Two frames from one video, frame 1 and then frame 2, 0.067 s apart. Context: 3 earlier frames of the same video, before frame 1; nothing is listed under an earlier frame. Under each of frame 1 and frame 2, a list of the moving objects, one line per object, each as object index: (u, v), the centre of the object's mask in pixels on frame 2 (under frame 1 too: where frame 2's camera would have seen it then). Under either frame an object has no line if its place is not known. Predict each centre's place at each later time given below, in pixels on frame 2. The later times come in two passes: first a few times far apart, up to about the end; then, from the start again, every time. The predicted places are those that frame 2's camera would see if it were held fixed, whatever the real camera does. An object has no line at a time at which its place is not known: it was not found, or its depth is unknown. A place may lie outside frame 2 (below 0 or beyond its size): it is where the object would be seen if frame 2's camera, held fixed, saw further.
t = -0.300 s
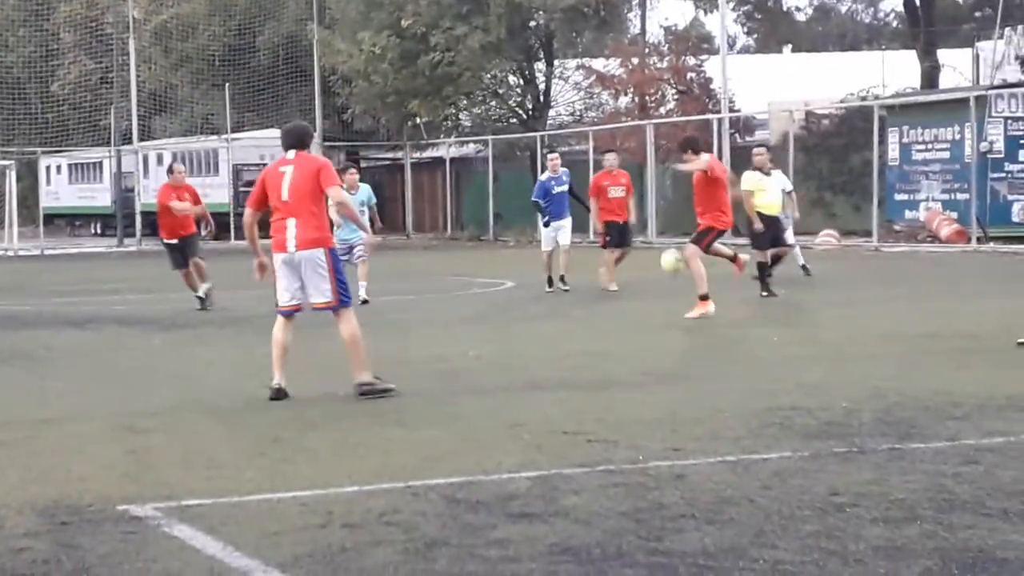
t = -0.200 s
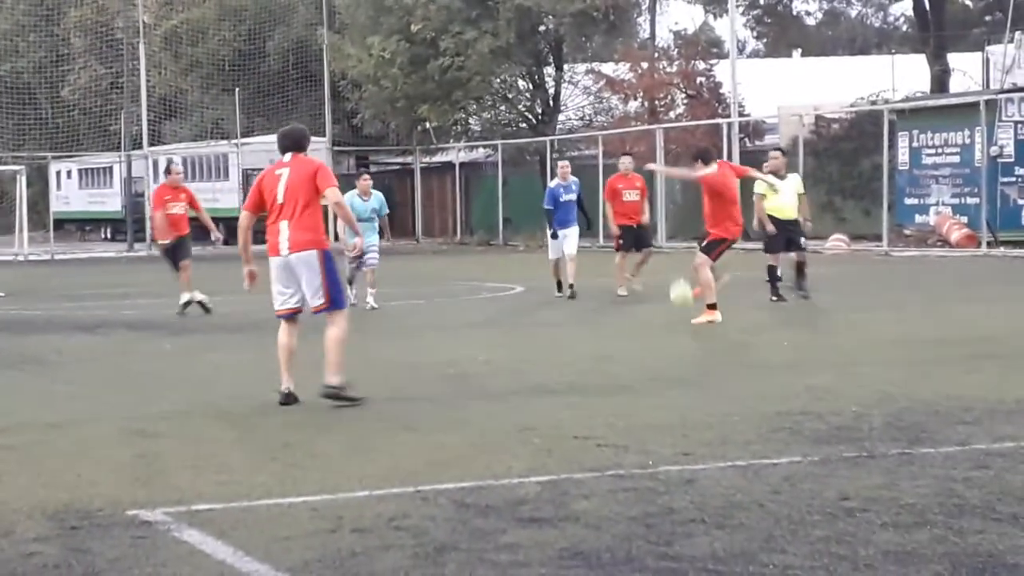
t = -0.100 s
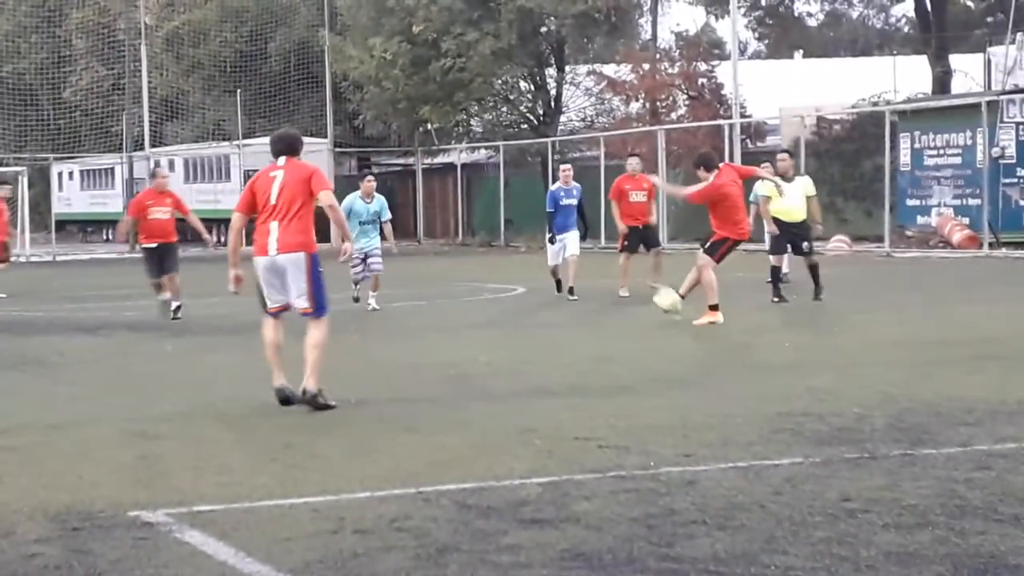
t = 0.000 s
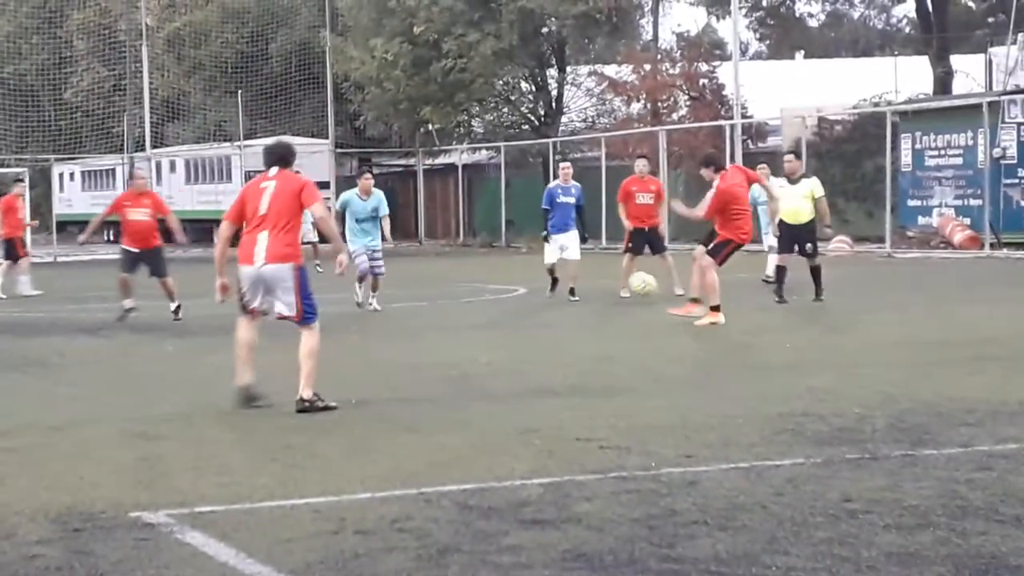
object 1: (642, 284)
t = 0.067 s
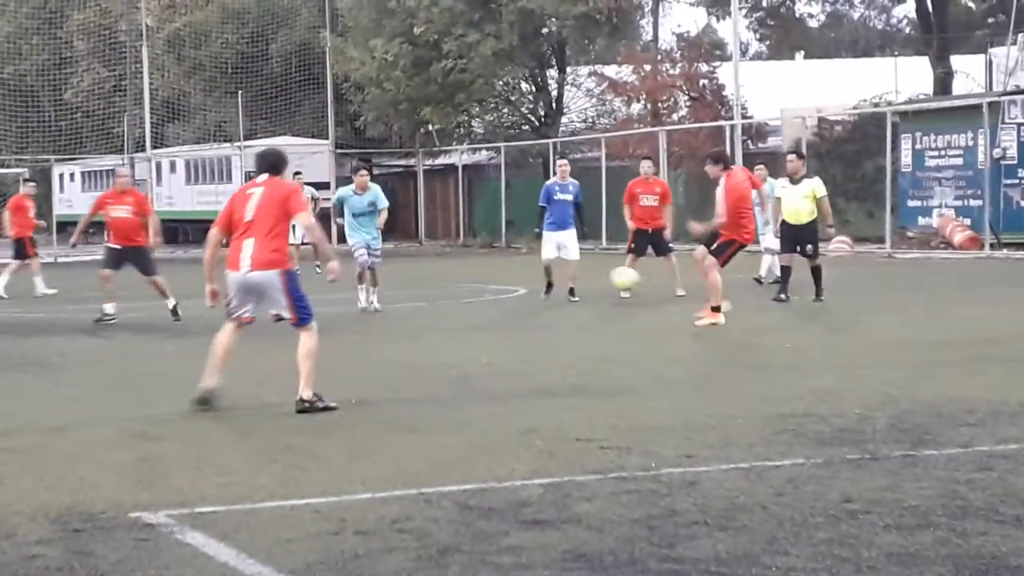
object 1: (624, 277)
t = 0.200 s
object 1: (586, 281)
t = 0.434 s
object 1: (512, 339)
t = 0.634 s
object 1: (459, 315)
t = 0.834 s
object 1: (404, 336)
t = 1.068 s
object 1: (331, 348)
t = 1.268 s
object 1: (258, 367)
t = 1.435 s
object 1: (191, 384)
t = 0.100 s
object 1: (614, 277)
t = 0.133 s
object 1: (605, 278)
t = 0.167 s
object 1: (596, 279)
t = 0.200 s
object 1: (586, 281)
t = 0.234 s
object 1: (576, 284)
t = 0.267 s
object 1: (565, 290)
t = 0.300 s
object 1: (555, 297)
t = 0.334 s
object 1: (544, 305)
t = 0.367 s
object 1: (533, 315)
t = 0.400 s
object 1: (523, 326)
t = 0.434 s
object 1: (512, 339)
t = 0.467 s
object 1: (501, 336)
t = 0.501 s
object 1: (494, 329)
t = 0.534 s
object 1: (486, 324)
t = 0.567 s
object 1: (476, 319)
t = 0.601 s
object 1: (468, 316)
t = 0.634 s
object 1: (459, 315)
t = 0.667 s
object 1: (450, 315)
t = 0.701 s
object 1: (441, 316)
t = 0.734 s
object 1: (432, 317)
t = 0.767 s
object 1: (423, 322)
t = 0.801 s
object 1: (413, 328)
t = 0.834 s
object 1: (404, 336)
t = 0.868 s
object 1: (394, 345)
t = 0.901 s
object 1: (384, 353)
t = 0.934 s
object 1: (374, 366)
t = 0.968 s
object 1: (363, 359)
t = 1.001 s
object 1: (352, 354)
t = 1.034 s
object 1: (342, 350)
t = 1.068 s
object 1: (331, 348)
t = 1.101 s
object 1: (319, 347)
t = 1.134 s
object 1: (307, 347)
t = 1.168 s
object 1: (296, 350)
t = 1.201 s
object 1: (283, 354)
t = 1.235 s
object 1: (271, 360)
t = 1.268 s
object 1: (258, 367)
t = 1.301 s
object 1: (246, 377)
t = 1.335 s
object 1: (232, 390)
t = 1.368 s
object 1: (221, 395)
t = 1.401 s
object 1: (205, 386)
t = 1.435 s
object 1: (191, 384)
